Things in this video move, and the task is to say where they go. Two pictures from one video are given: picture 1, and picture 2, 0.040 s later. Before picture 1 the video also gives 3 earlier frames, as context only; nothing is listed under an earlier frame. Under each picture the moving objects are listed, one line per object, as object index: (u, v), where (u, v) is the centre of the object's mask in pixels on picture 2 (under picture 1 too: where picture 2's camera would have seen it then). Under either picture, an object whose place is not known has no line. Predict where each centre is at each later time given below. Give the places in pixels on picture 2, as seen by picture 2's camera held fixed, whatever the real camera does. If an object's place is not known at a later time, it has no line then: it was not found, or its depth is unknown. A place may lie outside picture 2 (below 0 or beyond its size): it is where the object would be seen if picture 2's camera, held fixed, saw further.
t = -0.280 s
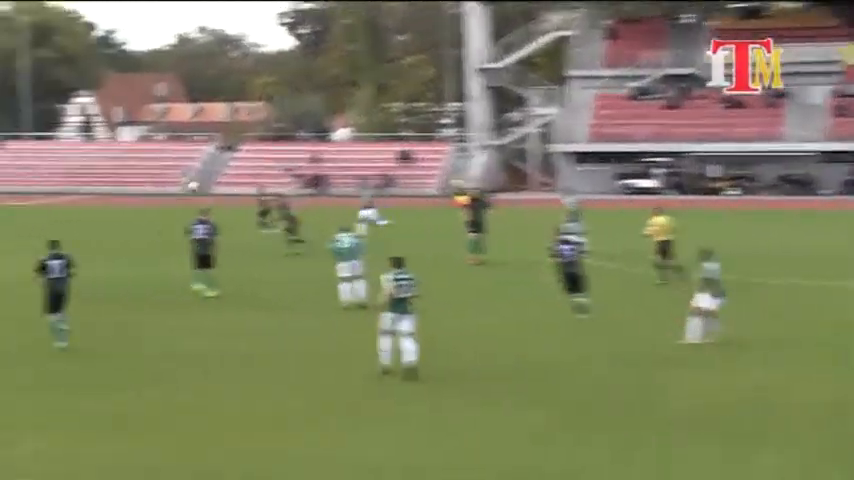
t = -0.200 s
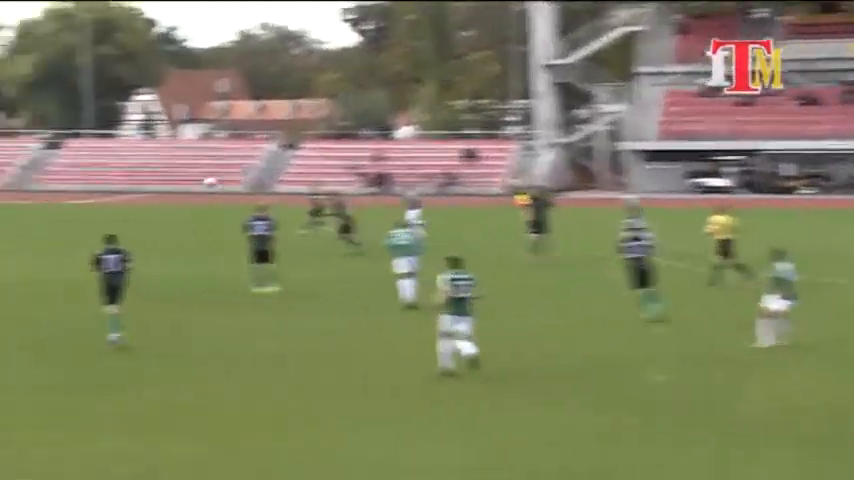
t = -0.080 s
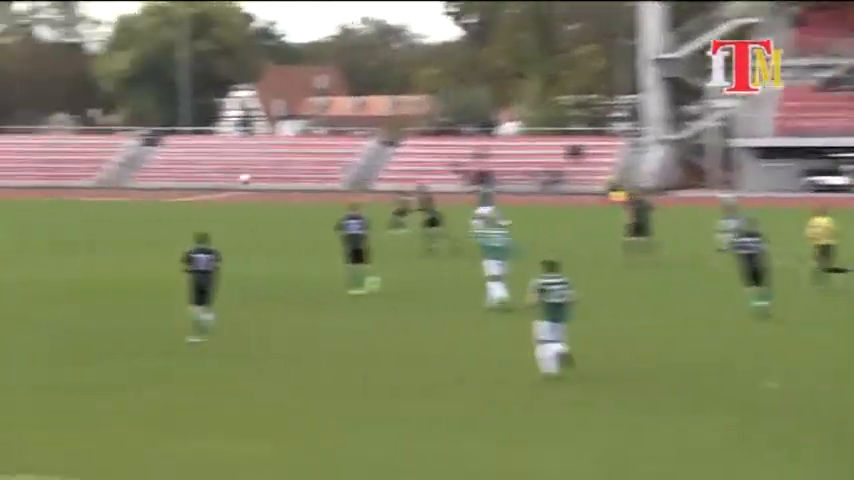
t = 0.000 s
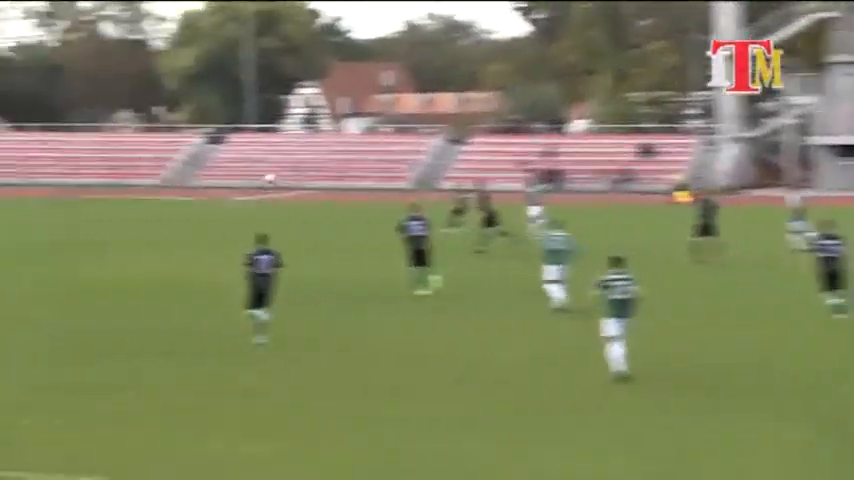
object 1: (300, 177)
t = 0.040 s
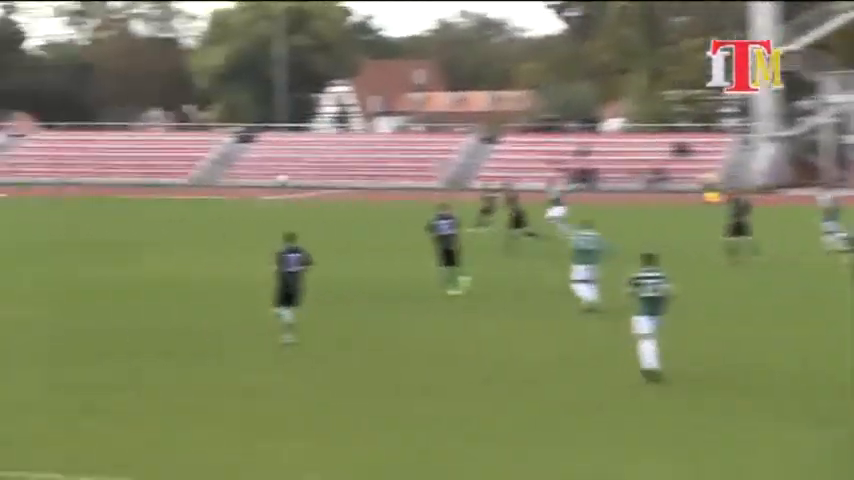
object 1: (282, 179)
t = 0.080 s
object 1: (262, 180)
